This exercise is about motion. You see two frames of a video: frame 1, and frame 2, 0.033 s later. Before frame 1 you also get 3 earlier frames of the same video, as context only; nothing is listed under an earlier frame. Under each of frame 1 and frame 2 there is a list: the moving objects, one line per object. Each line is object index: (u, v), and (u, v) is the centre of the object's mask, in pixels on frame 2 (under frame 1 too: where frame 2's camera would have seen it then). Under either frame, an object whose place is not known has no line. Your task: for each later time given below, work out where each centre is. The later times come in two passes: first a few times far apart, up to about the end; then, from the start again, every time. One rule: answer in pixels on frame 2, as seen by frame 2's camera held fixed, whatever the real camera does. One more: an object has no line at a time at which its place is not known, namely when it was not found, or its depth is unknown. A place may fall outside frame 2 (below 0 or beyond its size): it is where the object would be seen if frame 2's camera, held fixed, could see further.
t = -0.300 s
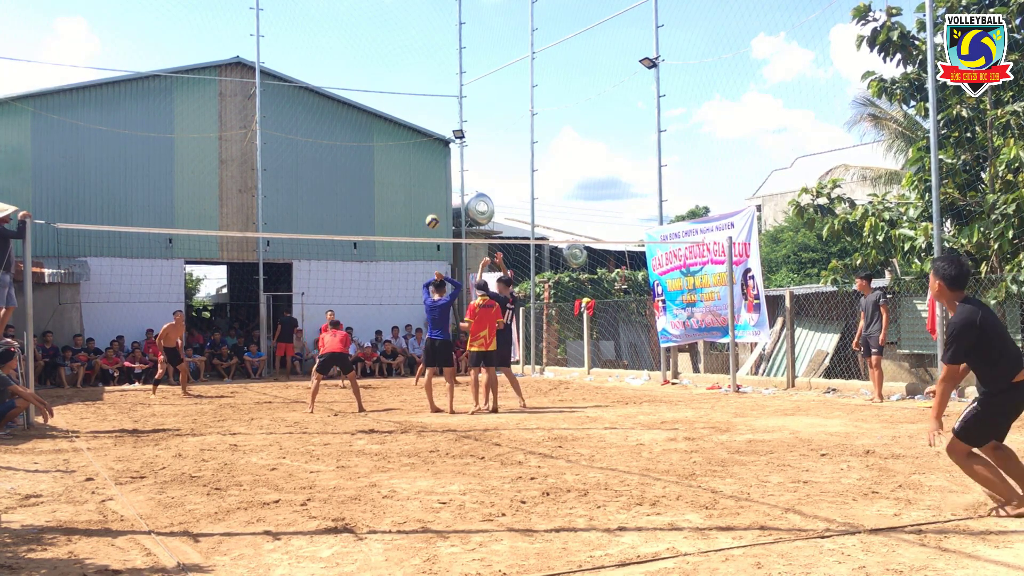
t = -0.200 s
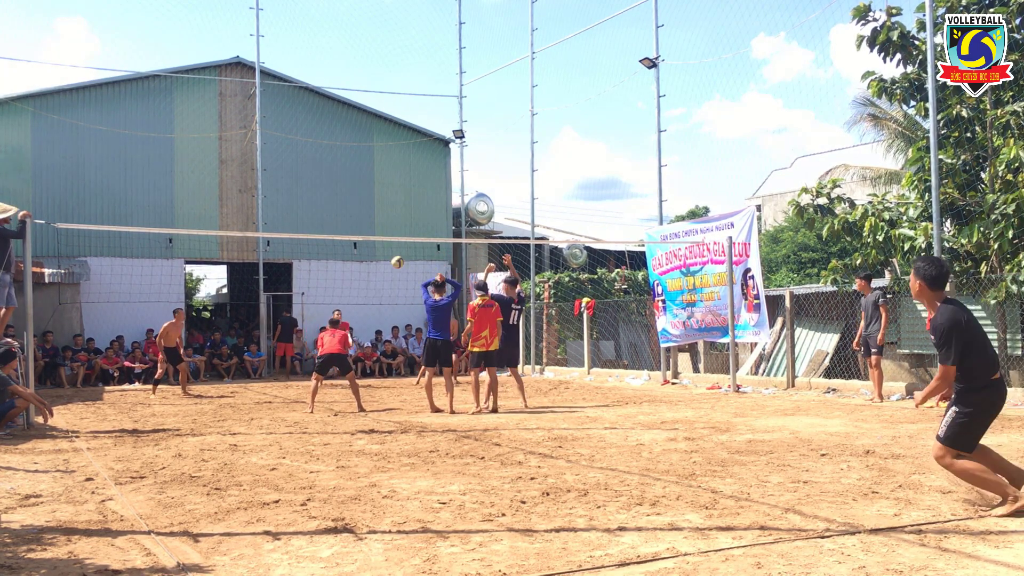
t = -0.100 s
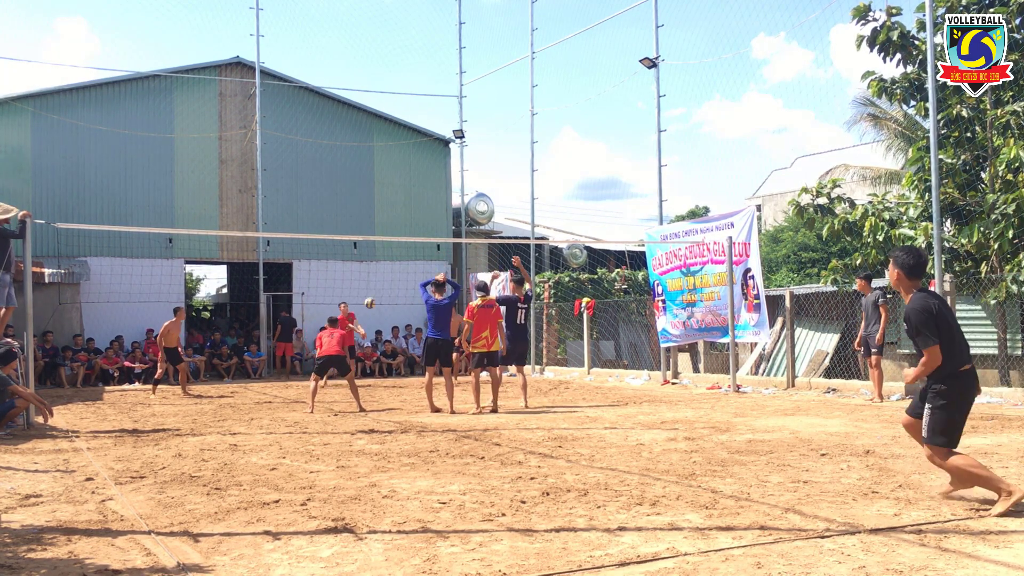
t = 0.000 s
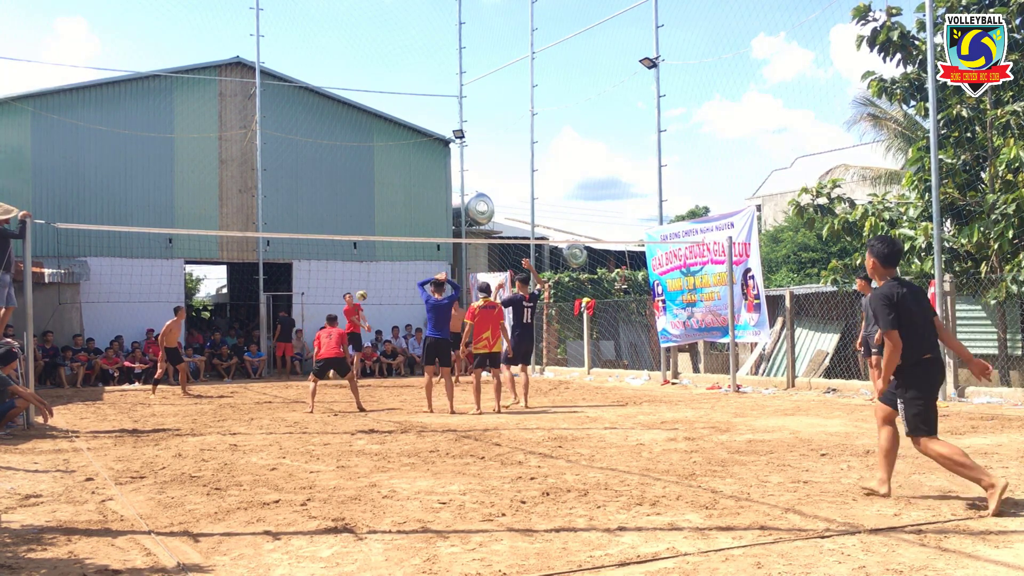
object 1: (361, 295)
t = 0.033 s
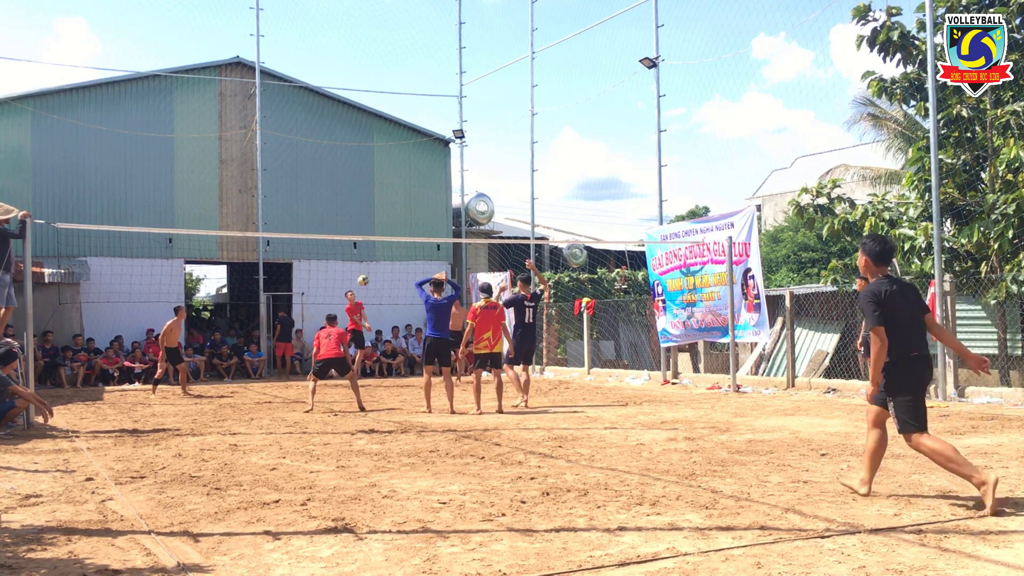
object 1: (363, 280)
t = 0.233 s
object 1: (370, 198)
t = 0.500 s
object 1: (378, 115)
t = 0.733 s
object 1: (386, 68)
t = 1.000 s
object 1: (394, 47)
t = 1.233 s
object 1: (401, 64)
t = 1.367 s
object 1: (406, 90)
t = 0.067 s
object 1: (364, 266)
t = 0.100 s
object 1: (365, 251)
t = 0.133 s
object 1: (366, 236)
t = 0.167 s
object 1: (368, 224)
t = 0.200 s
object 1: (369, 211)
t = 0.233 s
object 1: (370, 198)
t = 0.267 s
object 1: (371, 187)
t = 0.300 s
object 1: (372, 175)
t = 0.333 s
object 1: (373, 164)
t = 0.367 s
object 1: (374, 153)
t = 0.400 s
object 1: (375, 142)
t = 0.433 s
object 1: (376, 133)
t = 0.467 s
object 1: (378, 123)
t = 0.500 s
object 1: (378, 115)
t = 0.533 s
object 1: (380, 107)
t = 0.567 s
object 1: (381, 98)
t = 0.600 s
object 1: (382, 92)
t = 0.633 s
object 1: (383, 85)
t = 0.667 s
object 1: (385, 79)
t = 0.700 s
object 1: (386, 73)
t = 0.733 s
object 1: (386, 68)
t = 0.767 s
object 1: (388, 63)
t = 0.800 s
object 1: (388, 59)
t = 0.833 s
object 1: (389, 55)
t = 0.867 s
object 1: (390, 53)
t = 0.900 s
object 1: (391, 51)
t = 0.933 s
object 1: (392, 49)
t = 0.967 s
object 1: (393, 48)
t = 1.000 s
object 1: (394, 47)
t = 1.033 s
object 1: (395, 48)
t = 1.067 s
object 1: (396, 49)
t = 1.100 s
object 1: (397, 51)
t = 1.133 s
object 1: (398, 53)
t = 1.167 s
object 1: (399, 56)
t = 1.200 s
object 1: (400, 60)
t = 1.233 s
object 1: (401, 64)
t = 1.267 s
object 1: (402, 70)
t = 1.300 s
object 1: (403, 76)
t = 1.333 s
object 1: (405, 83)
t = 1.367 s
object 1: (406, 90)
